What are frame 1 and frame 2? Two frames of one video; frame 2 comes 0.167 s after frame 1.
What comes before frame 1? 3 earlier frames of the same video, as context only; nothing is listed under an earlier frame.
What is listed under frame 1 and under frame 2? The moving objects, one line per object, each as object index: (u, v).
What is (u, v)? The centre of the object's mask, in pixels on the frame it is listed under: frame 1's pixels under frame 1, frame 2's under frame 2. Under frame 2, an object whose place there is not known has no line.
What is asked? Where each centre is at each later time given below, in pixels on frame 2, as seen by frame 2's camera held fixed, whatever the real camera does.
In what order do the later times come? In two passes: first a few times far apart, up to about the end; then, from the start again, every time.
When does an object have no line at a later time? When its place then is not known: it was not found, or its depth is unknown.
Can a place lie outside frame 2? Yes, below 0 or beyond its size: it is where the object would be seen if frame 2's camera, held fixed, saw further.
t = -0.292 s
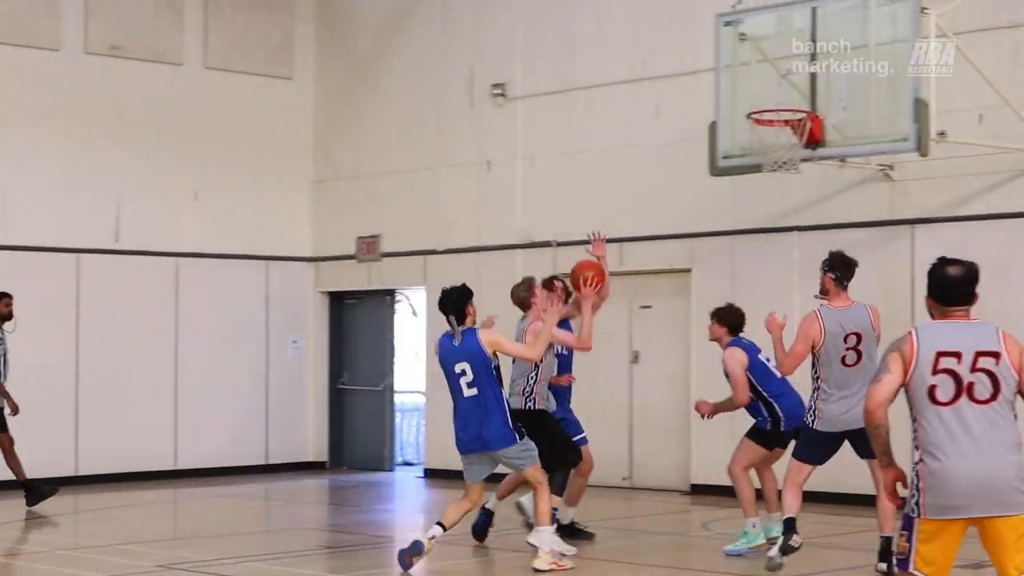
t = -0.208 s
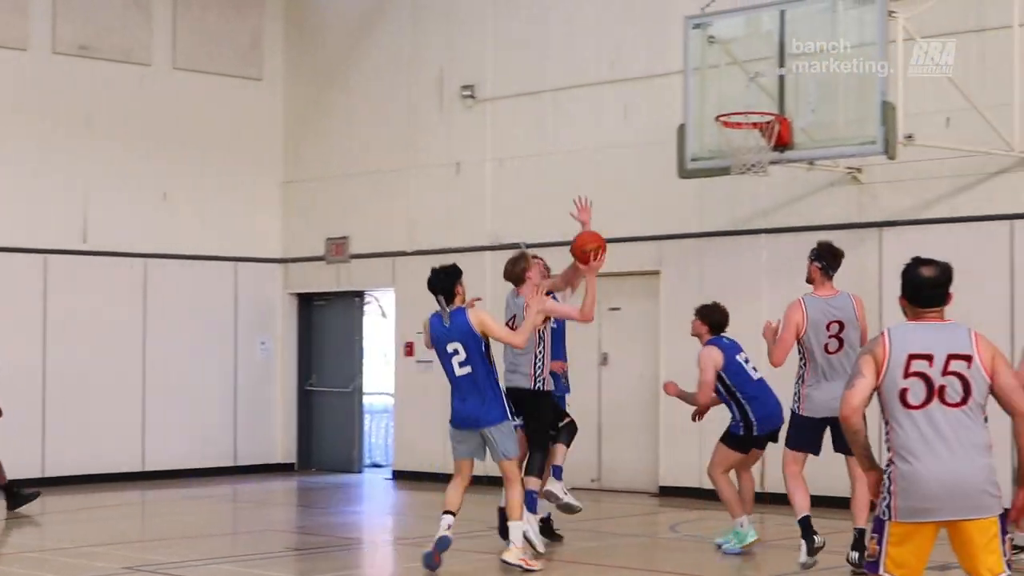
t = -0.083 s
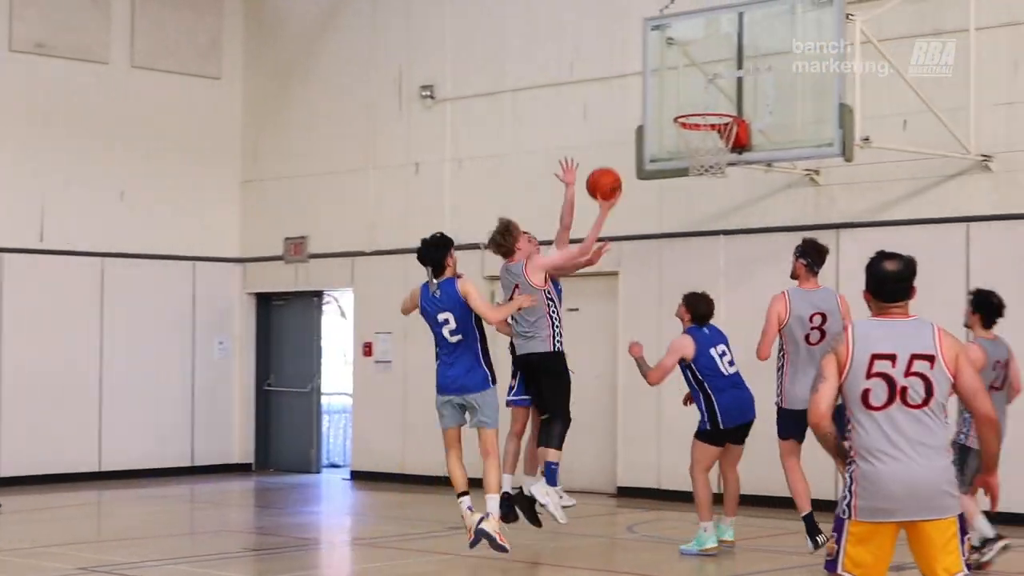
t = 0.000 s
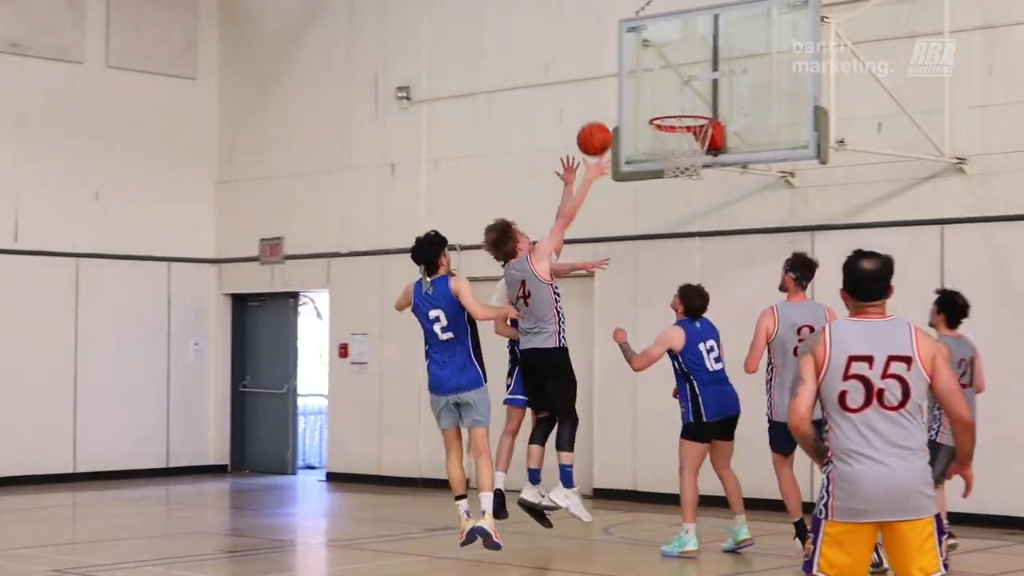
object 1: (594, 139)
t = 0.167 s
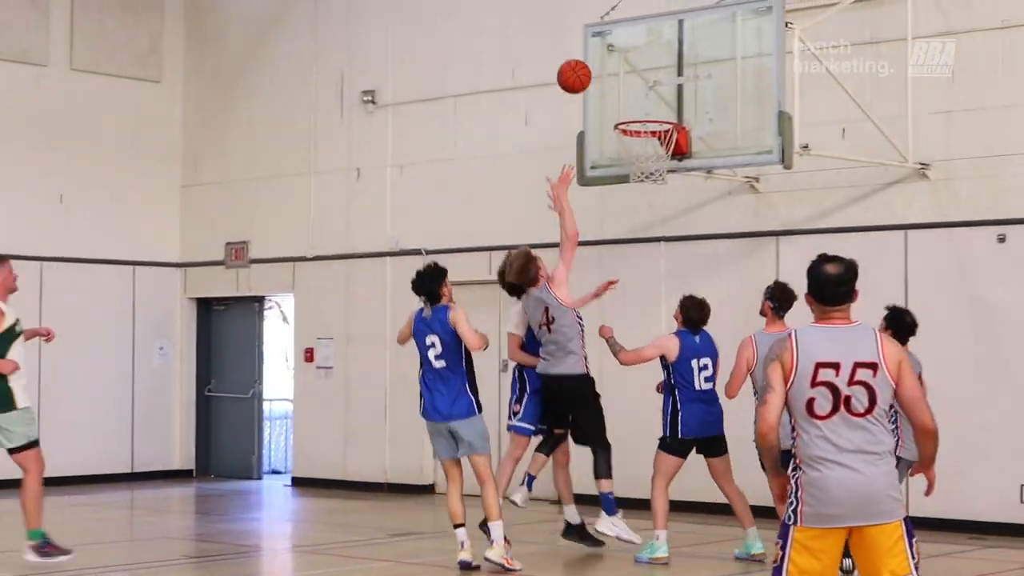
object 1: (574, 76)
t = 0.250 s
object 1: (582, 57)
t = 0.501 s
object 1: (605, 54)
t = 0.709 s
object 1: (622, 106)
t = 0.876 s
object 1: (634, 105)
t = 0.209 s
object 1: (578, 65)
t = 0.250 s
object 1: (582, 57)
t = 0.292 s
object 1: (585, 50)
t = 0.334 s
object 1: (589, 46)
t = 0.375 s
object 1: (593, 44)
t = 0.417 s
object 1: (598, 45)
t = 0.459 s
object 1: (601, 48)
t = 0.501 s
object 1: (605, 54)
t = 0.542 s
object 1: (608, 62)
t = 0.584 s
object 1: (611, 72)
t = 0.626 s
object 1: (615, 84)
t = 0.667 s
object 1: (618, 98)
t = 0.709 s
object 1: (622, 106)
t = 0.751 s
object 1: (624, 102)
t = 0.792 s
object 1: (627, 100)
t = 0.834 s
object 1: (630, 101)
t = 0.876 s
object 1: (634, 105)
